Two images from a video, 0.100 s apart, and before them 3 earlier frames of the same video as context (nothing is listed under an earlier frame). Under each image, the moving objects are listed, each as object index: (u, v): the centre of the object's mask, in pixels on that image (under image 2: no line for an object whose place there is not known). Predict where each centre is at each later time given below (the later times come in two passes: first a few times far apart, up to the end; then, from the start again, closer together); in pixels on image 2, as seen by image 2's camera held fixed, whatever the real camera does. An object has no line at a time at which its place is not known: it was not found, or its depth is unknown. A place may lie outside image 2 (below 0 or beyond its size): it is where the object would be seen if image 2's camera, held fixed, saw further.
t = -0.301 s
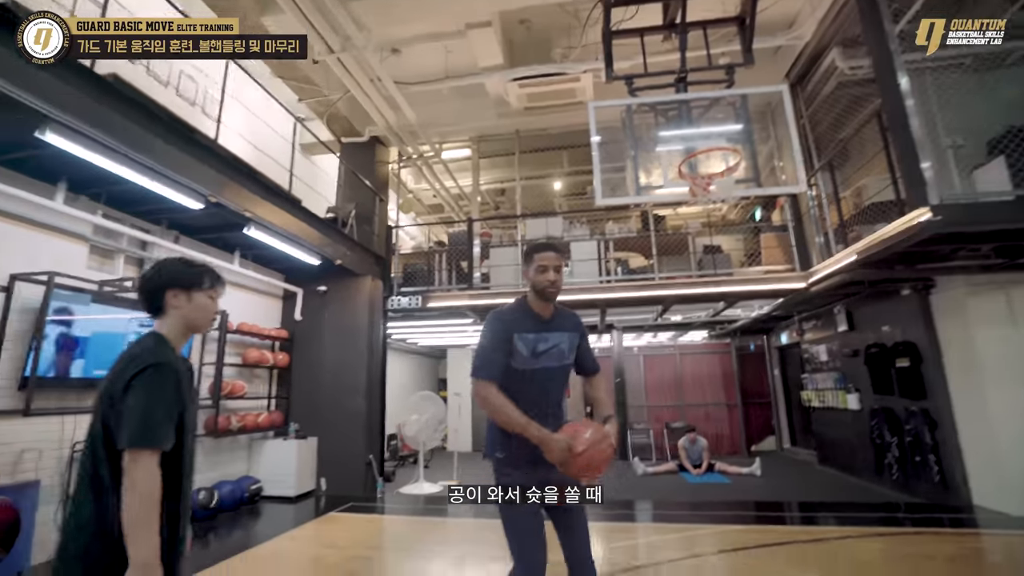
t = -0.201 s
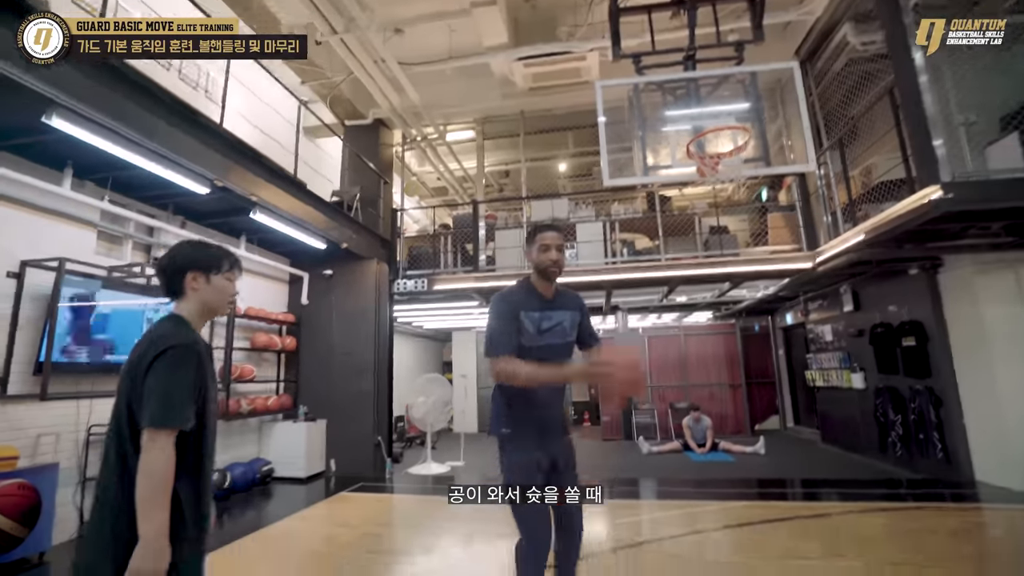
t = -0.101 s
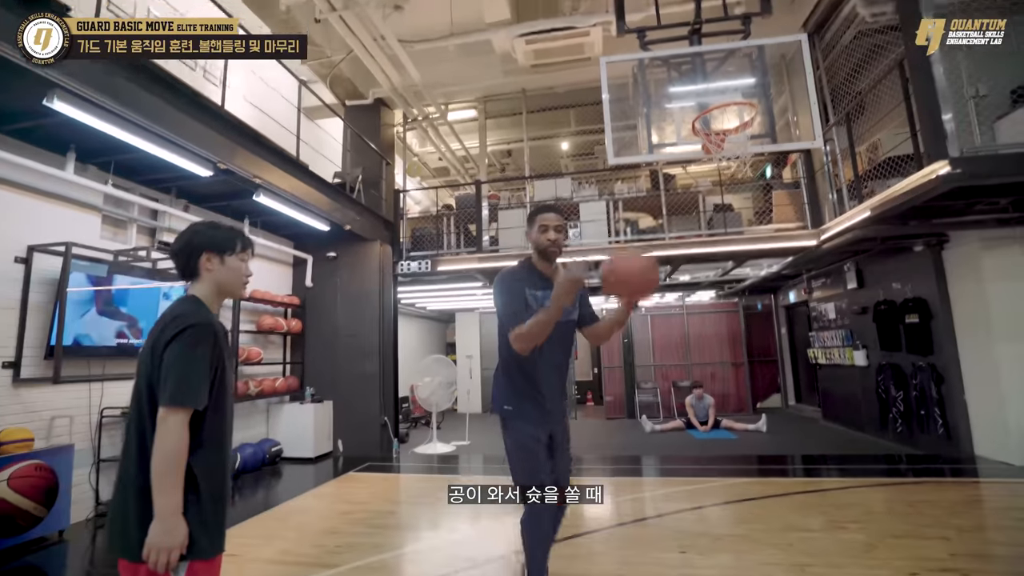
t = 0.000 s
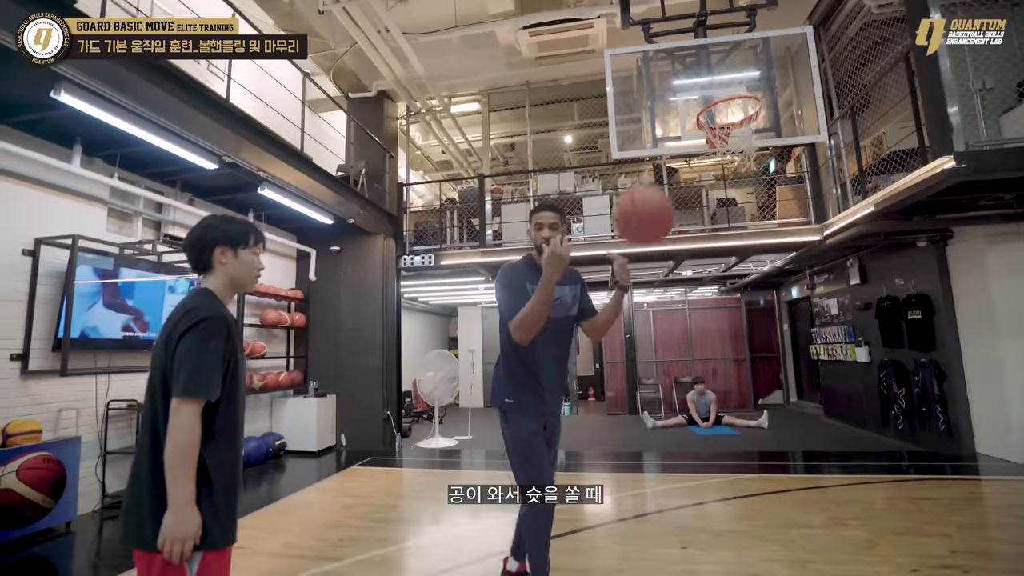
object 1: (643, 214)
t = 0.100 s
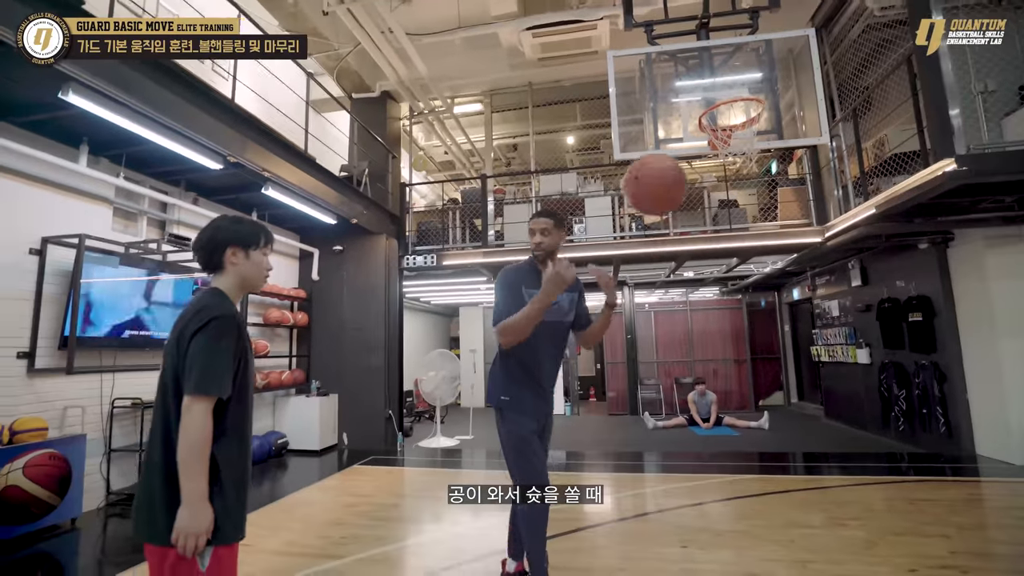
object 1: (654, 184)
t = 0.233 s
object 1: (670, 178)
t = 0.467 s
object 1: (698, 288)
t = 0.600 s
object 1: (720, 448)
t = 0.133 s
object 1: (658, 179)
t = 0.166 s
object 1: (662, 176)
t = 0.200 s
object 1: (666, 176)
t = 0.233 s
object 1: (670, 178)
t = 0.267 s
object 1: (673, 183)
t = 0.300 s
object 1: (678, 192)
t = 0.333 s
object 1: (682, 204)
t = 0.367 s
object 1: (686, 219)
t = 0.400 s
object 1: (690, 239)
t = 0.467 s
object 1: (698, 288)
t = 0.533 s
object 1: (709, 358)
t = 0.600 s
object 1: (720, 448)
